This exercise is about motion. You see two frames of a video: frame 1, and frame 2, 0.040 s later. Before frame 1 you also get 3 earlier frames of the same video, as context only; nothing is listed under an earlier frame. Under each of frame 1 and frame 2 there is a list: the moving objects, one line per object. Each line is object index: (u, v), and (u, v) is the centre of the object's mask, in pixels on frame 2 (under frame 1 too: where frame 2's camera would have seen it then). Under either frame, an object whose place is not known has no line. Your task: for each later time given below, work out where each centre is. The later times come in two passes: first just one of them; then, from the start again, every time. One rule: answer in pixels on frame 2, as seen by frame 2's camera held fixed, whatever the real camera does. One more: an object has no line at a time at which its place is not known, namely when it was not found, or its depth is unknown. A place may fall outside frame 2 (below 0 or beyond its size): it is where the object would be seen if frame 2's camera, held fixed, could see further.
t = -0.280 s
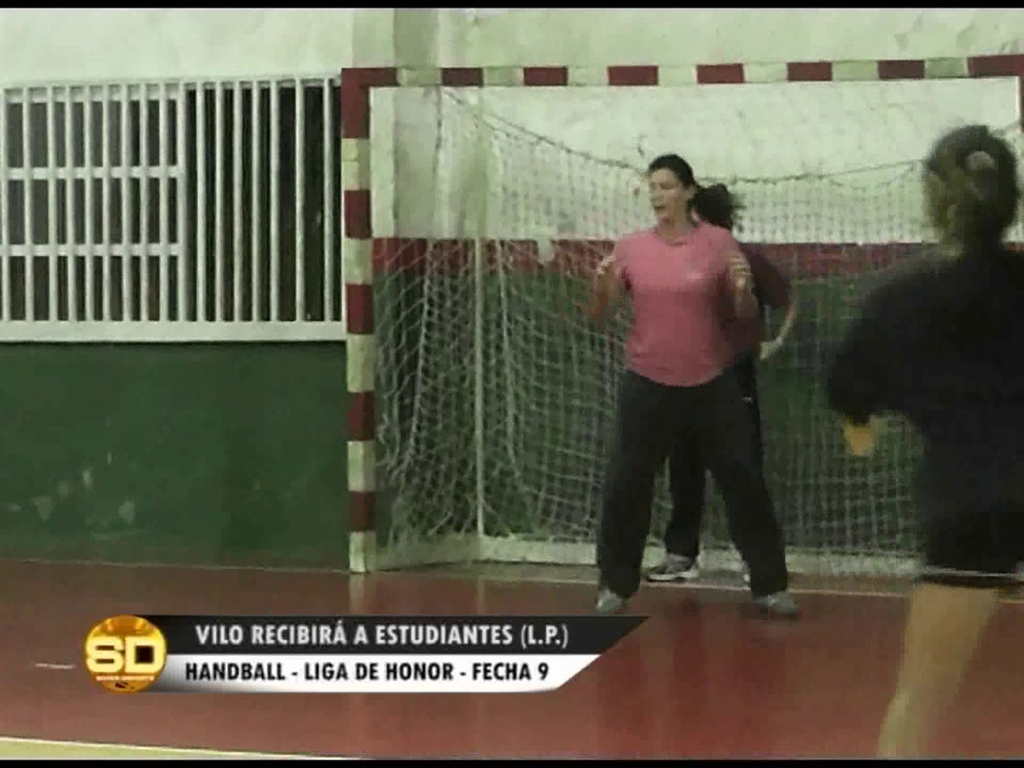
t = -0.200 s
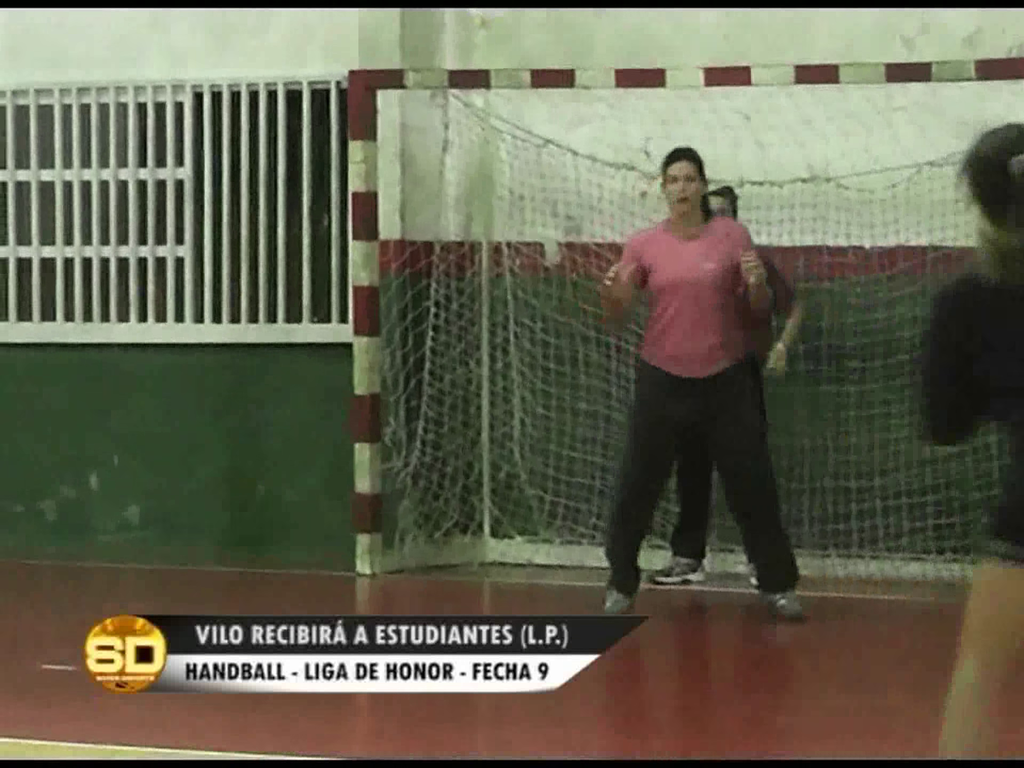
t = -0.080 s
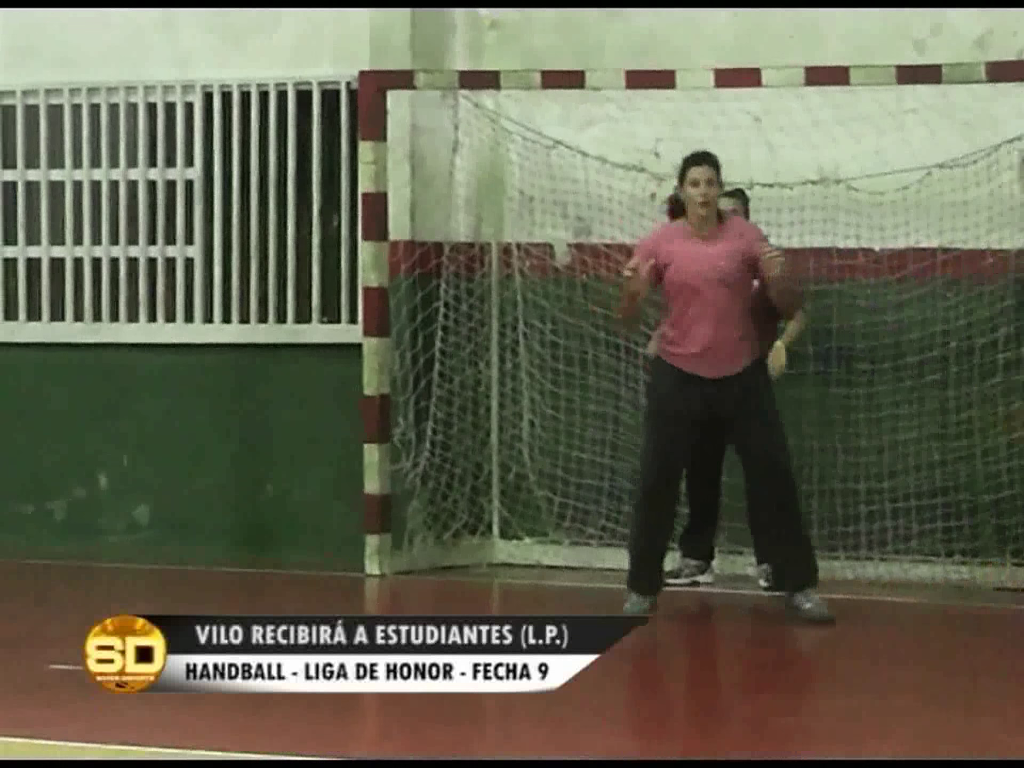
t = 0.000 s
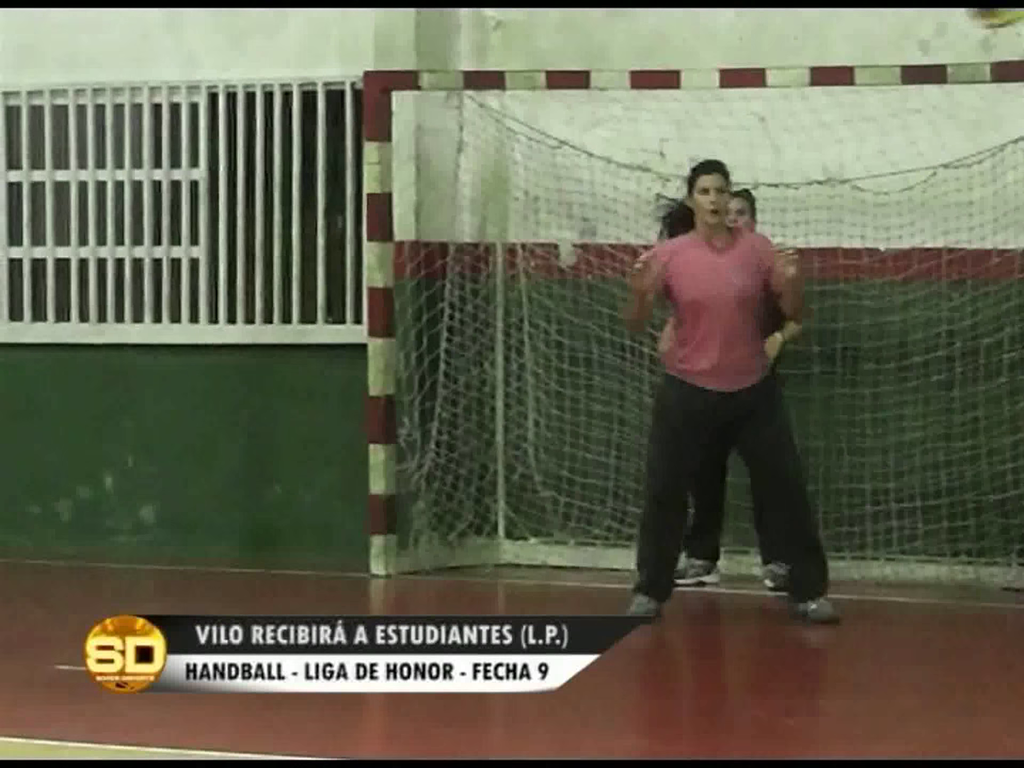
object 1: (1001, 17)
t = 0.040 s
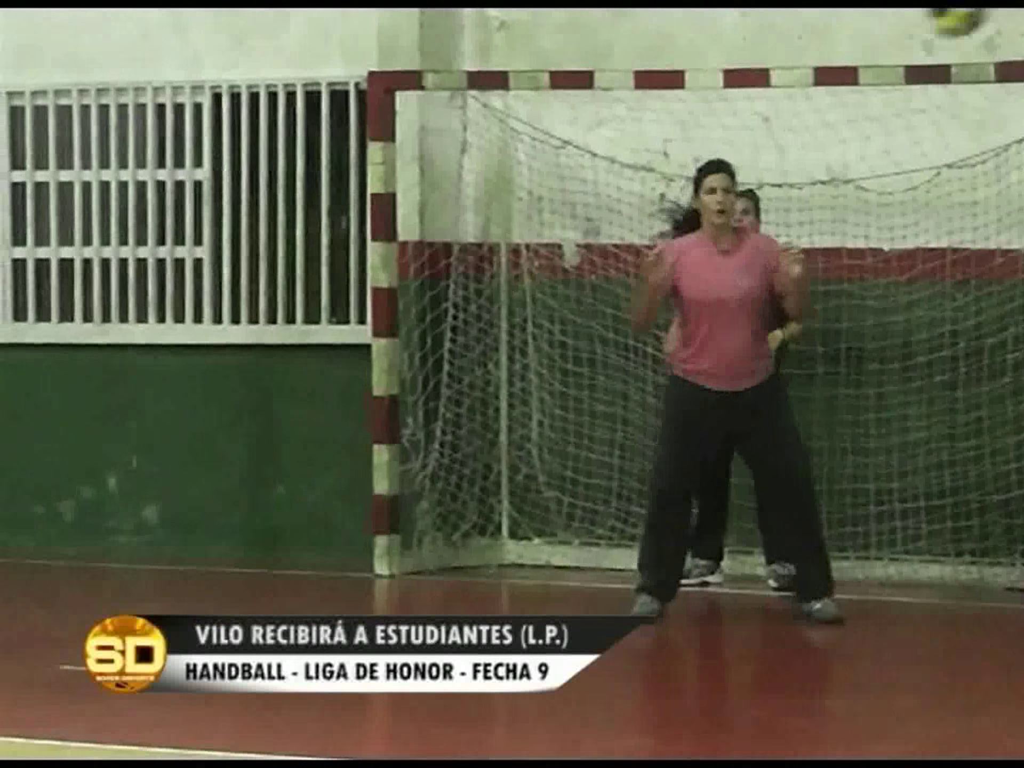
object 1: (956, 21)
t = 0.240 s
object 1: (786, 112)
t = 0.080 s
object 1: (918, 27)
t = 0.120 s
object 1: (881, 38)
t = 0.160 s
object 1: (844, 59)
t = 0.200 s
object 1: (814, 84)
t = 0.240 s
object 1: (786, 112)
